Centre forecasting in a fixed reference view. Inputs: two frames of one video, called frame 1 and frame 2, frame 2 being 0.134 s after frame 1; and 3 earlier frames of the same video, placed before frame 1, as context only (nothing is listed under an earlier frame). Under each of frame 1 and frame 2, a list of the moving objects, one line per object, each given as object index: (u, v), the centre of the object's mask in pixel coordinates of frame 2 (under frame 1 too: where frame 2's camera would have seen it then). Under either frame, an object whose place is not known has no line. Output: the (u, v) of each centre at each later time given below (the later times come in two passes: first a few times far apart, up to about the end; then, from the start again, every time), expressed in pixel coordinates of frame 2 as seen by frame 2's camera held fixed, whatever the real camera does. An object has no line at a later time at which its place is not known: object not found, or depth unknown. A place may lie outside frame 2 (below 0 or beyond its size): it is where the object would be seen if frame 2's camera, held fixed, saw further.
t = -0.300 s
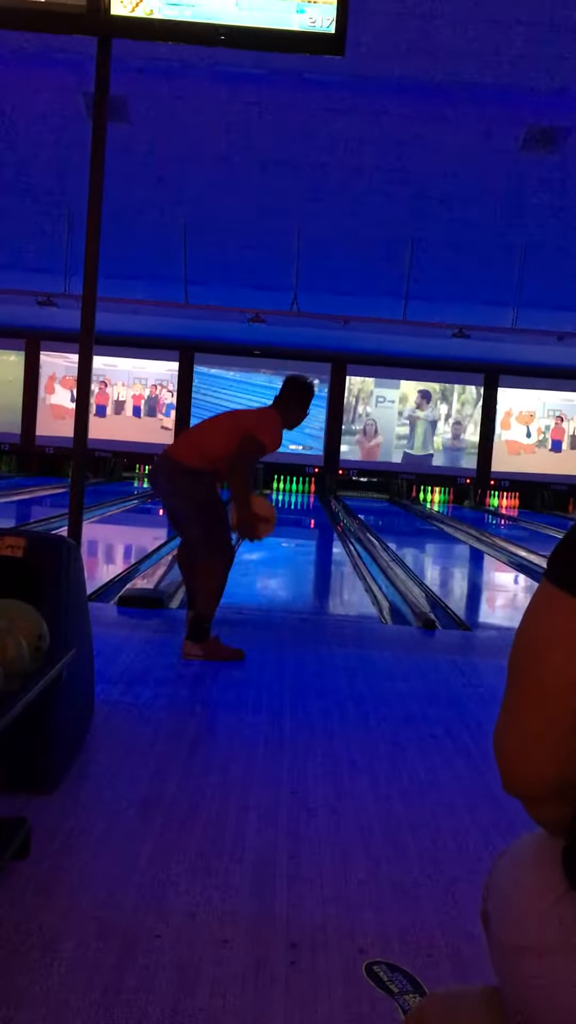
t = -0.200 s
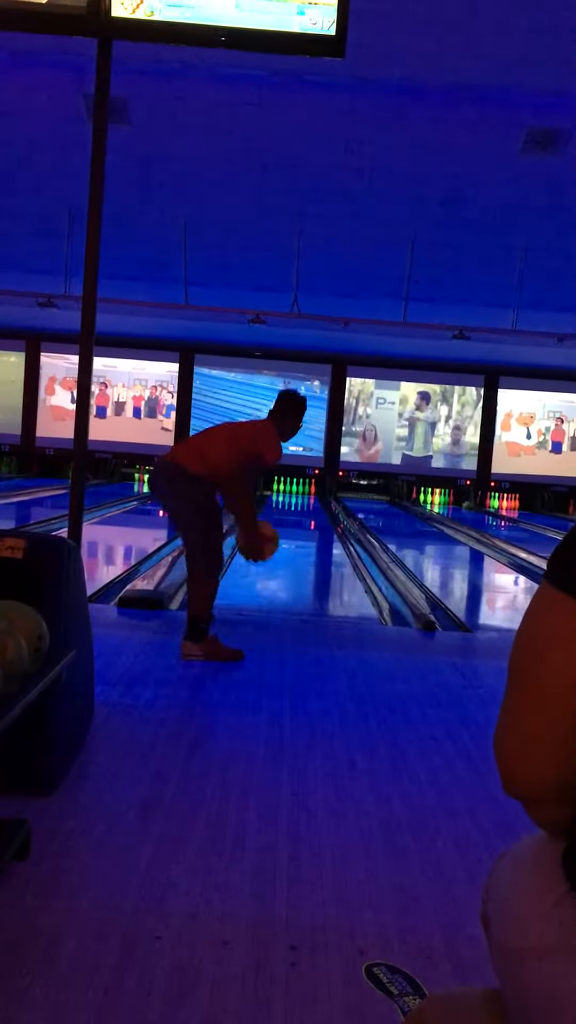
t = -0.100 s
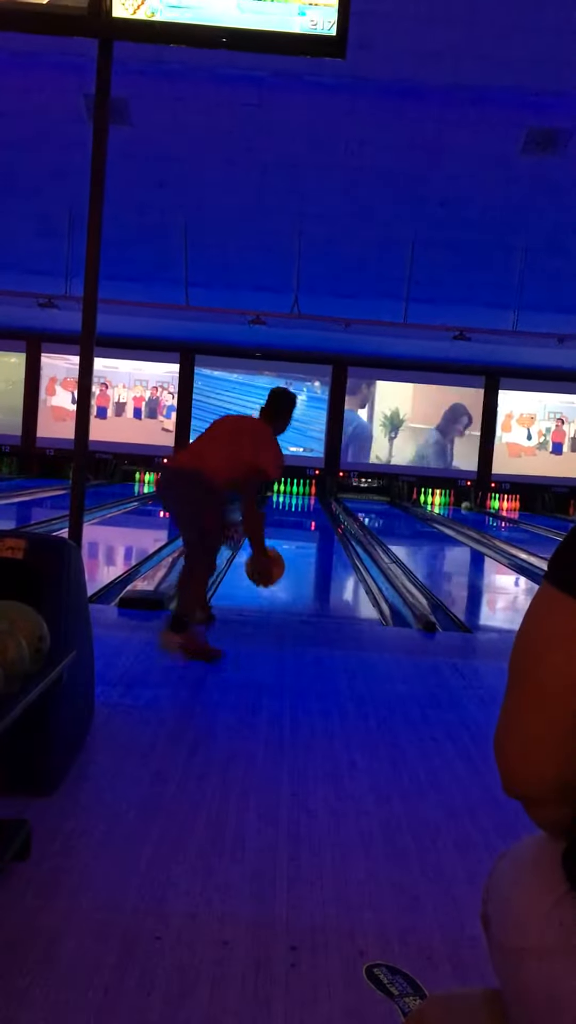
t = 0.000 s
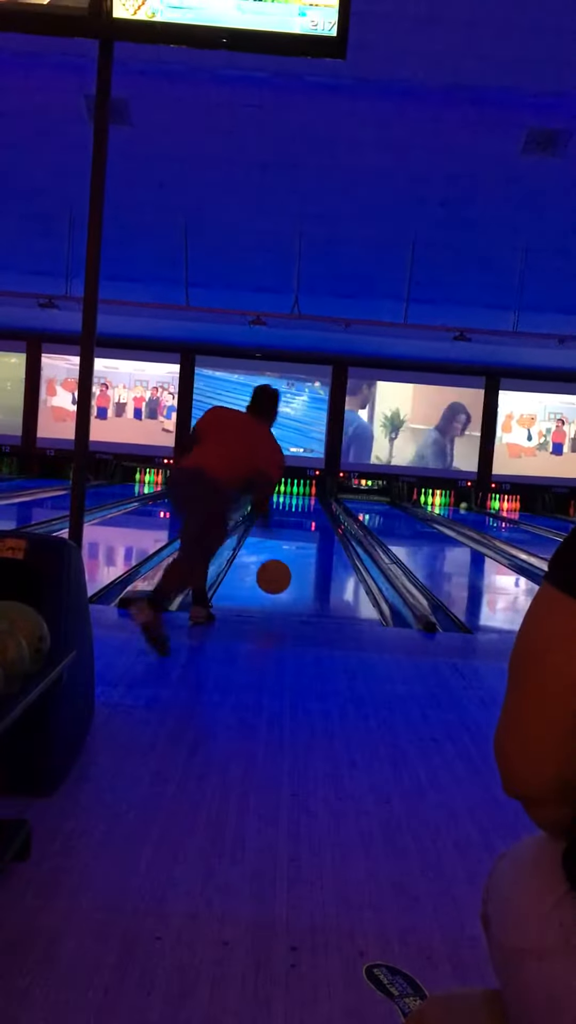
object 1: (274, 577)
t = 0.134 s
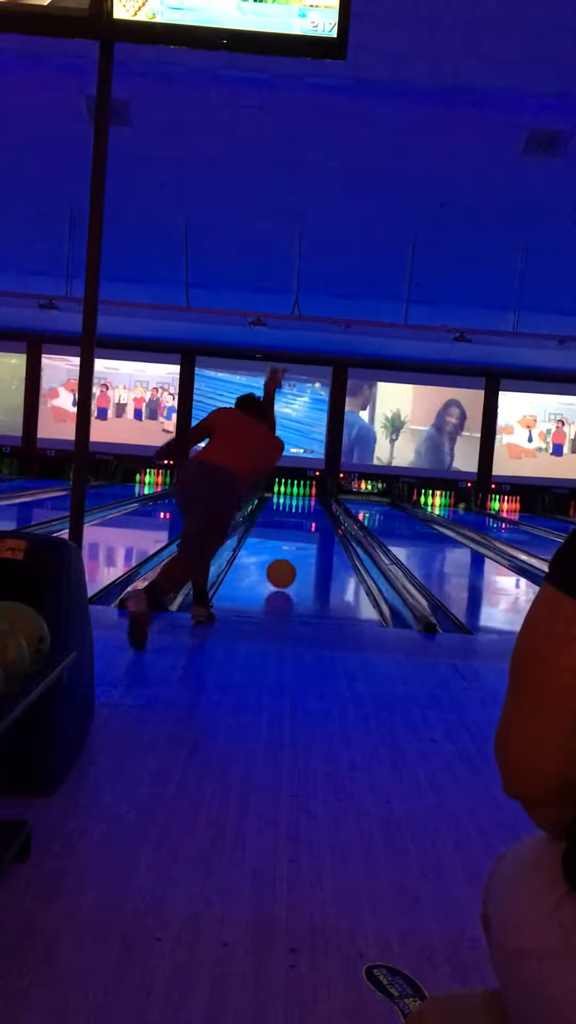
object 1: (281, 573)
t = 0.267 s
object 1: (287, 559)
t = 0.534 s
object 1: (296, 539)
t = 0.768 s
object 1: (301, 527)
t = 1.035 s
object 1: (306, 518)
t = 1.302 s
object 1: (309, 510)
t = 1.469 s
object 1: (312, 506)
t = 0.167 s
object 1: (283, 570)
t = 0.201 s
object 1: (285, 566)
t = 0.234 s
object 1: (286, 563)
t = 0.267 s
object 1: (287, 559)
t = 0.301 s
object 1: (289, 556)
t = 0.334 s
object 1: (290, 553)
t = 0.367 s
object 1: (291, 551)
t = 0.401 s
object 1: (292, 548)
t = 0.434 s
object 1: (293, 546)
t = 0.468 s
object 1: (294, 543)
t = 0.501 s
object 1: (295, 541)
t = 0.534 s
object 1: (296, 539)
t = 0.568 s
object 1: (297, 537)
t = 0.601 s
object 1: (297, 535)
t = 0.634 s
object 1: (298, 534)
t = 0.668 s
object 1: (298, 533)
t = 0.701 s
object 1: (299, 531)
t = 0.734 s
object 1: (300, 529)
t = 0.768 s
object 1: (301, 527)
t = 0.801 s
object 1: (302, 526)
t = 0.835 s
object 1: (302, 525)
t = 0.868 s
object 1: (303, 524)
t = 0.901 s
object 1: (304, 522)
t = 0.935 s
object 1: (304, 521)
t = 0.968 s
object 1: (305, 520)
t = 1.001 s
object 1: (305, 519)
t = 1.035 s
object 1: (306, 518)
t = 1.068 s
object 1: (307, 515)
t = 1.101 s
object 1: (306, 518)
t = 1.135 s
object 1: (307, 515)
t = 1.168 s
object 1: (307, 513)
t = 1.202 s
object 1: (308, 513)
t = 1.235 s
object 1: (308, 512)
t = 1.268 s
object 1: (309, 511)
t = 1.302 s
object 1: (309, 510)
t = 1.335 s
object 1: (309, 510)
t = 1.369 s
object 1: (309, 509)
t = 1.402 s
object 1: (310, 508)
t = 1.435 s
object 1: (311, 507)
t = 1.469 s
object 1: (312, 506)
